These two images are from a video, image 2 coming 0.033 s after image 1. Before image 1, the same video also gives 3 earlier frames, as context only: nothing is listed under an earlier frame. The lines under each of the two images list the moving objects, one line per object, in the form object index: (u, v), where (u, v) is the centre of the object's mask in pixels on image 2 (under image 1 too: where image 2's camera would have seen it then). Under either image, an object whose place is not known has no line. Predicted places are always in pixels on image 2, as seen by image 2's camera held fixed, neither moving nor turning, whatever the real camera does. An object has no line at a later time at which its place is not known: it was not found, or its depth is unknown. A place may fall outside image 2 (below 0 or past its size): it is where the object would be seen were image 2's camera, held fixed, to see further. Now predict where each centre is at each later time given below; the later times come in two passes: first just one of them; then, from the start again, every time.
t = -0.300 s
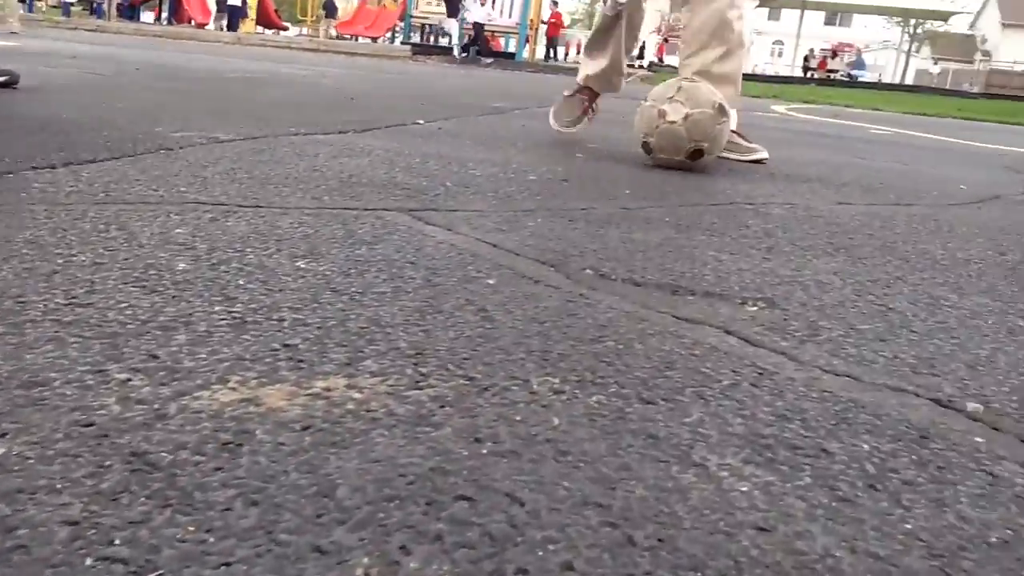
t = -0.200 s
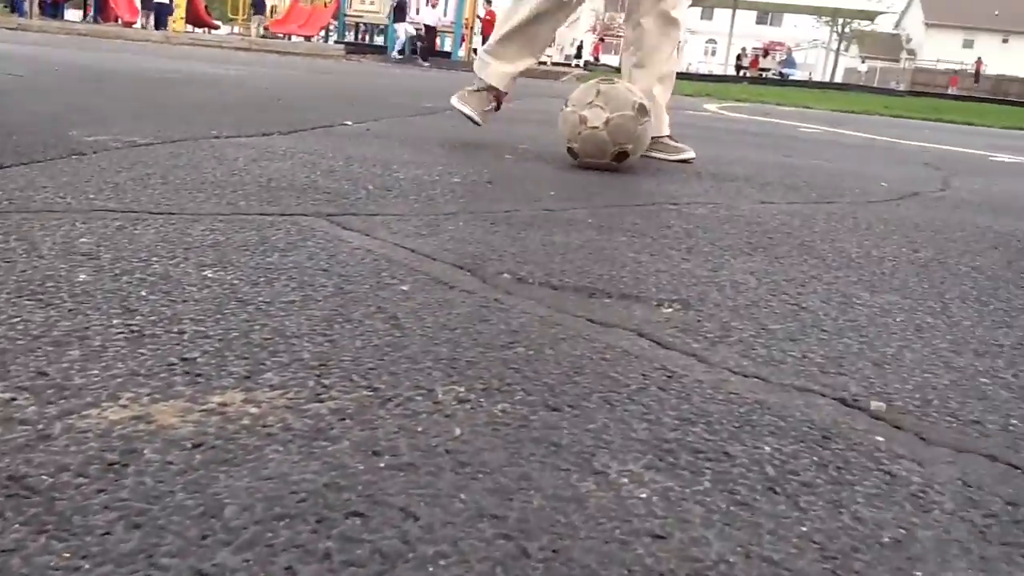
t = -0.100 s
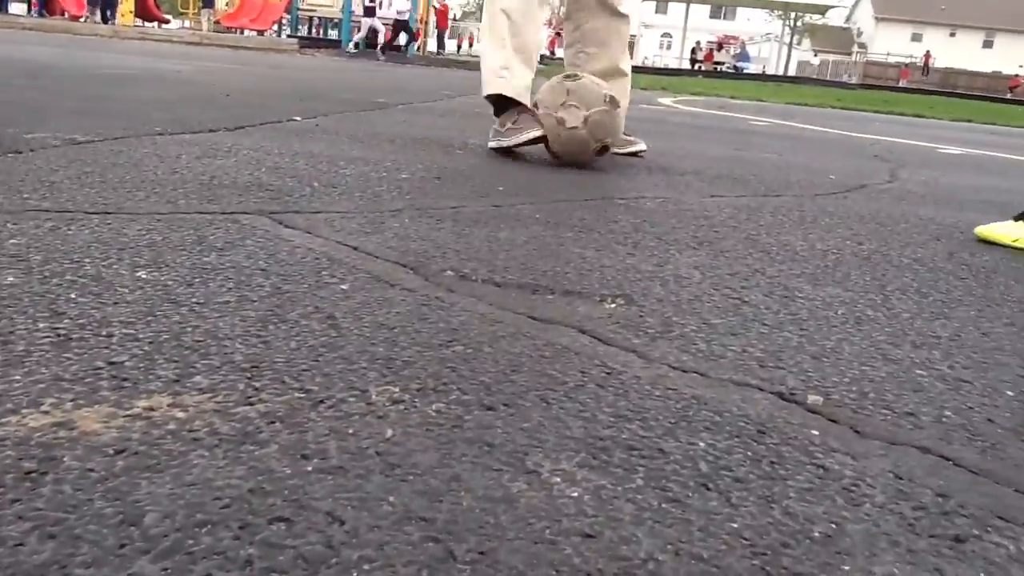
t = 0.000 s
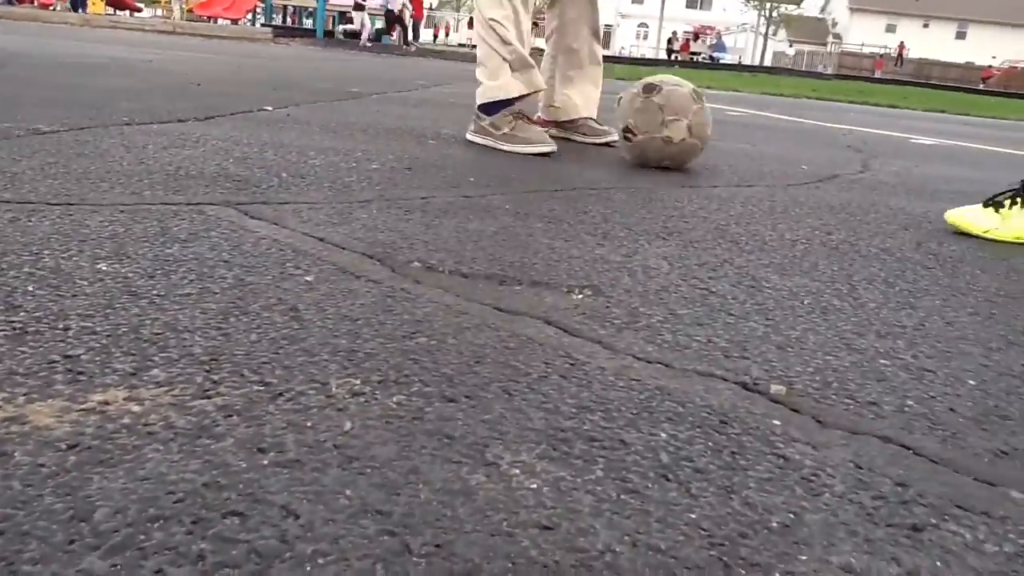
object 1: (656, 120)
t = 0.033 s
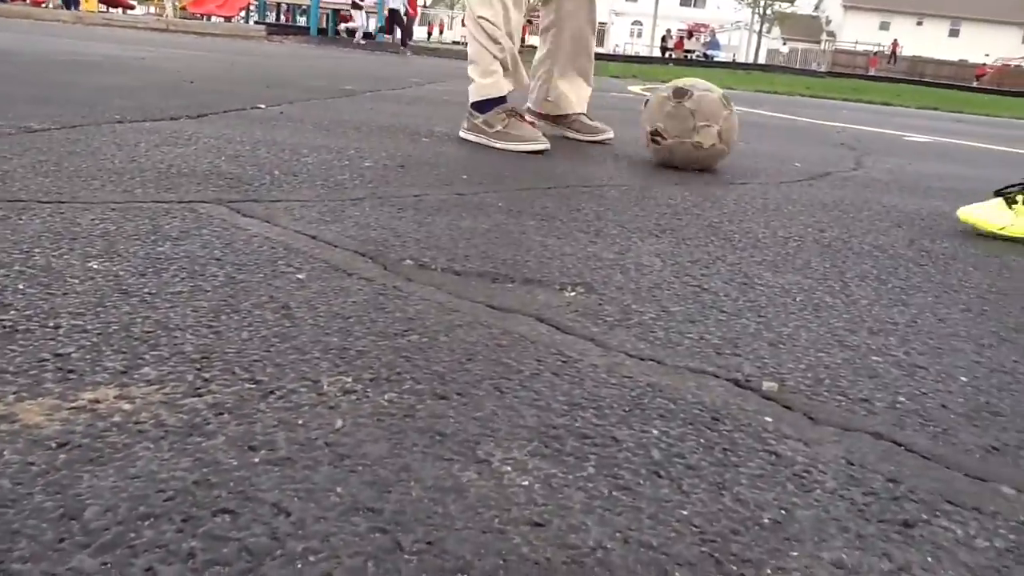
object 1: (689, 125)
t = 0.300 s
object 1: (865, 141)
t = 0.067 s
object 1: (716, 126)
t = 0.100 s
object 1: (741, 126)
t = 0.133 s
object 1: (765, 129)
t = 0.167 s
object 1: (786, 131)
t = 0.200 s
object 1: (805, 133)
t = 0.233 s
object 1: (825, 135)
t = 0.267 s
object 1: (845, 138)
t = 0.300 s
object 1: (865, 141)
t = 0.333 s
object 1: (884, 142)
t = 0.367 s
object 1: (902, 143)
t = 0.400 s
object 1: (920, 145)
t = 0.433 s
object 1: (938, 148)
